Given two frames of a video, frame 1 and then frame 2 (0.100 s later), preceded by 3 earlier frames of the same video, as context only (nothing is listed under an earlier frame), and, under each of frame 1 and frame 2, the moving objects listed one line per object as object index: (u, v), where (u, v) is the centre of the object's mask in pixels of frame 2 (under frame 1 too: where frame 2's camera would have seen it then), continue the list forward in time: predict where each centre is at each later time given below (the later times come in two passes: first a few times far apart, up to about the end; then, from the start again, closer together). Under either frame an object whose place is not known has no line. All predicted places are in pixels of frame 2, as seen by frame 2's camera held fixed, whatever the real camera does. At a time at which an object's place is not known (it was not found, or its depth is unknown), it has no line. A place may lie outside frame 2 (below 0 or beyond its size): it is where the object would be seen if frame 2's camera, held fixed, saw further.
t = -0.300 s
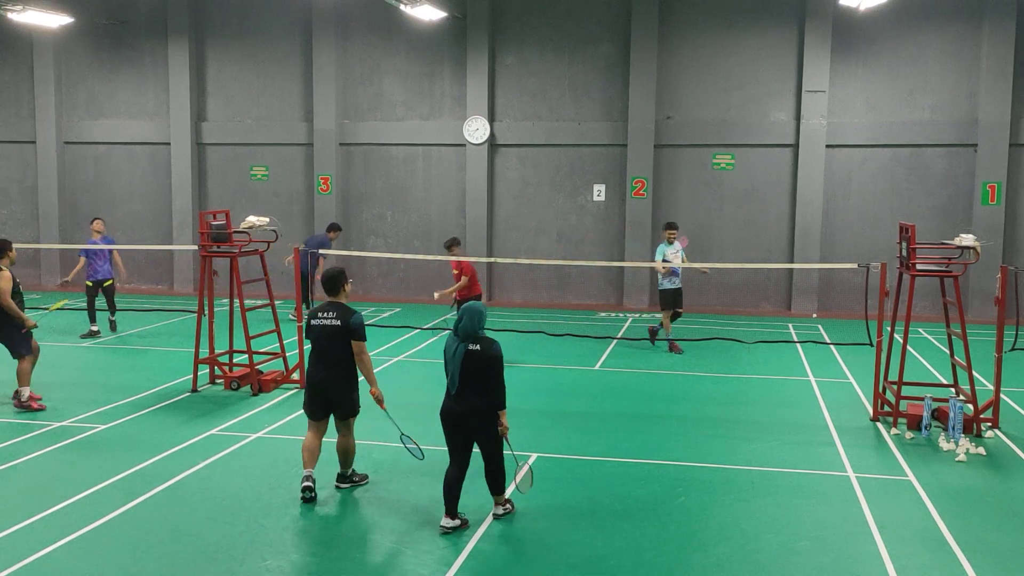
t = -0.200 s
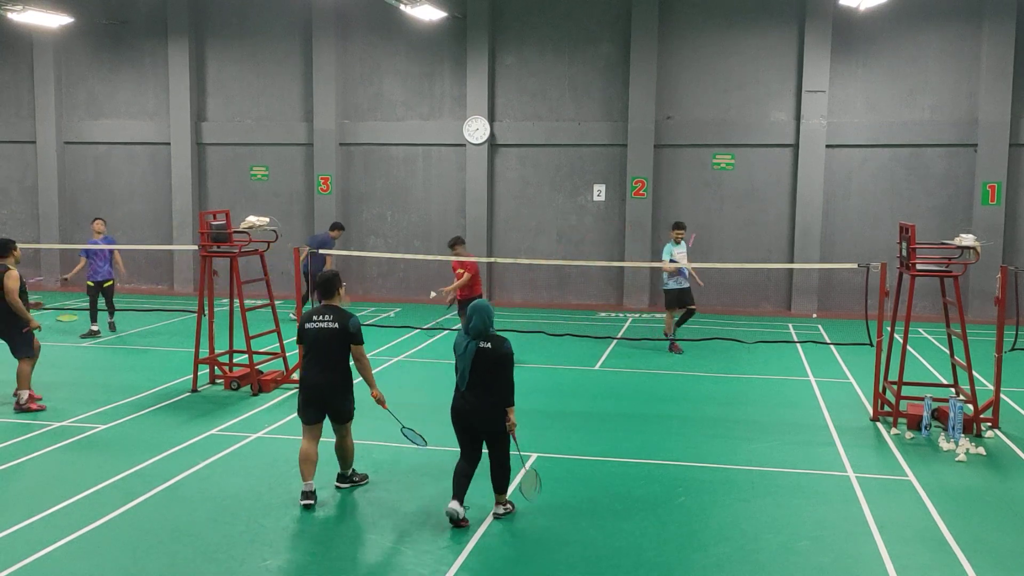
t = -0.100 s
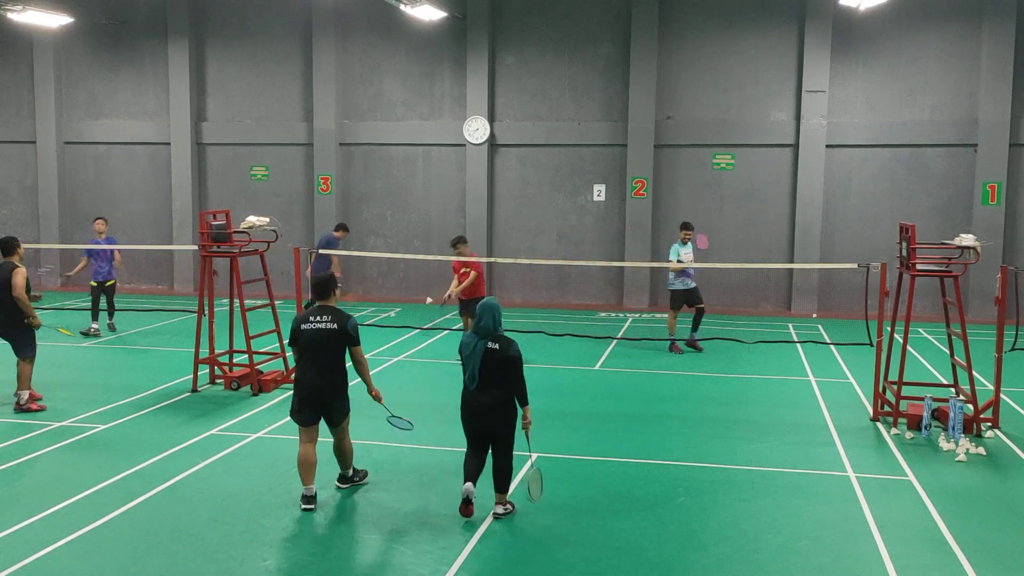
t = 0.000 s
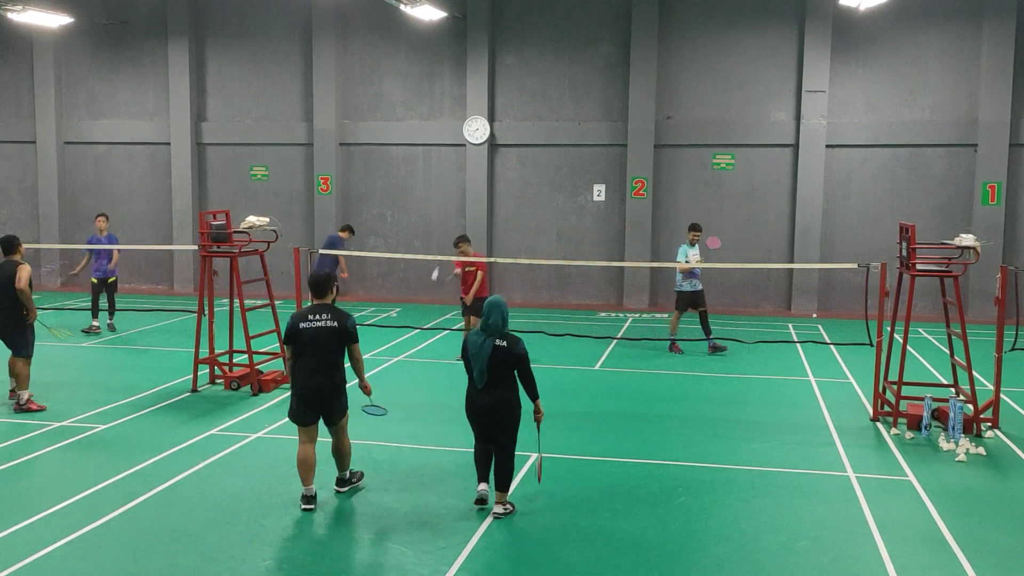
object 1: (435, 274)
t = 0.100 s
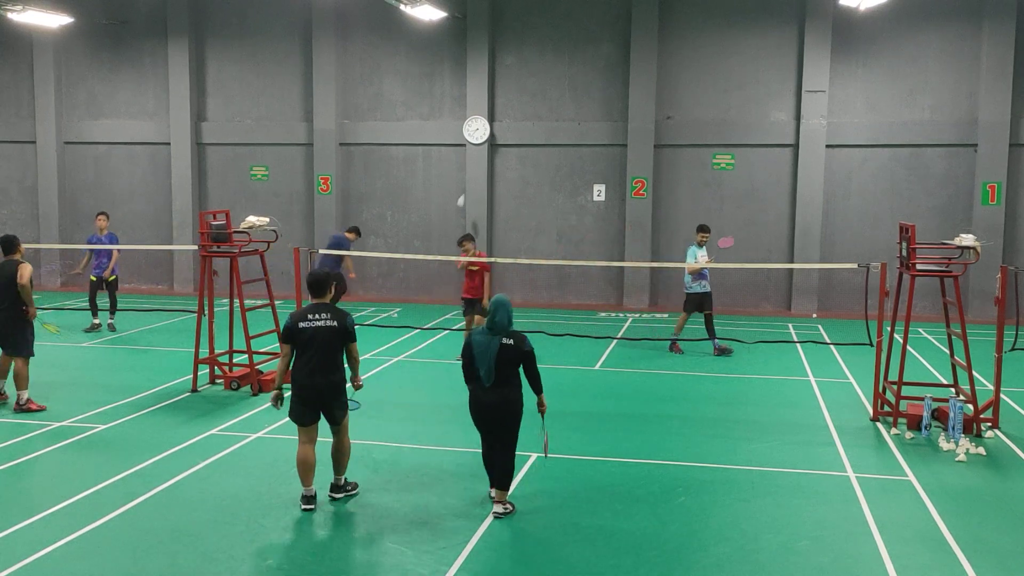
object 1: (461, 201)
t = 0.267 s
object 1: (498, 118)
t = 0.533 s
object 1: (549, 53)
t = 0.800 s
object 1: (596, 65)
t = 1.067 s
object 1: (639, 152)
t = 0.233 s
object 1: (491, 132)
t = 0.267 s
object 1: (498, 118)
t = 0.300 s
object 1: (504, 105)
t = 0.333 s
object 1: (511, 94)
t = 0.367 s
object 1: (518, 84)
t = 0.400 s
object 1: (524, 76)
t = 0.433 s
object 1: (530, 68)
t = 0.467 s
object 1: (536, 62)
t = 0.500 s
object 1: (543, 57)
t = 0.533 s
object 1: (549, 53)
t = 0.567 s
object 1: (555, 50)
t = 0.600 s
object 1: (561, 49)
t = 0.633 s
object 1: (567, 48)
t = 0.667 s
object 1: (572, 49)
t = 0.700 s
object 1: (579, 51)
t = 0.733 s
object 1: (585, 55)
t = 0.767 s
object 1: (591, 59)
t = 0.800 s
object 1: (596, 65)
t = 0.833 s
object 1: (602, 71)
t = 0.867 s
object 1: (608, 80)
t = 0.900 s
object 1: (613, 89)
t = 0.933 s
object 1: (619, 100)
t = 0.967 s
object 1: (624, 111)
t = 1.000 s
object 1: (629, 124)
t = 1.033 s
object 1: (634, 137)
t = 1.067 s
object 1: (639, 152)
